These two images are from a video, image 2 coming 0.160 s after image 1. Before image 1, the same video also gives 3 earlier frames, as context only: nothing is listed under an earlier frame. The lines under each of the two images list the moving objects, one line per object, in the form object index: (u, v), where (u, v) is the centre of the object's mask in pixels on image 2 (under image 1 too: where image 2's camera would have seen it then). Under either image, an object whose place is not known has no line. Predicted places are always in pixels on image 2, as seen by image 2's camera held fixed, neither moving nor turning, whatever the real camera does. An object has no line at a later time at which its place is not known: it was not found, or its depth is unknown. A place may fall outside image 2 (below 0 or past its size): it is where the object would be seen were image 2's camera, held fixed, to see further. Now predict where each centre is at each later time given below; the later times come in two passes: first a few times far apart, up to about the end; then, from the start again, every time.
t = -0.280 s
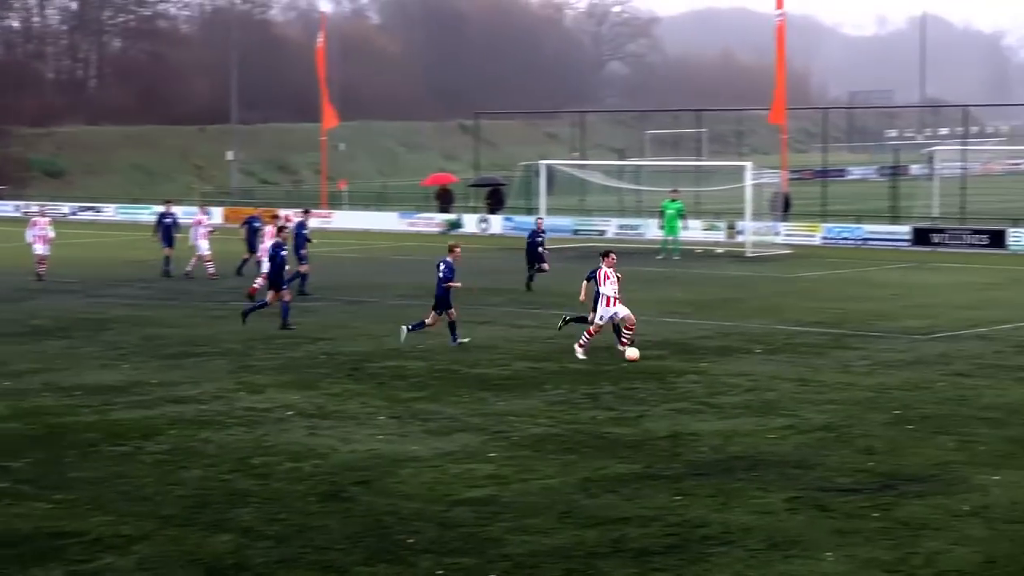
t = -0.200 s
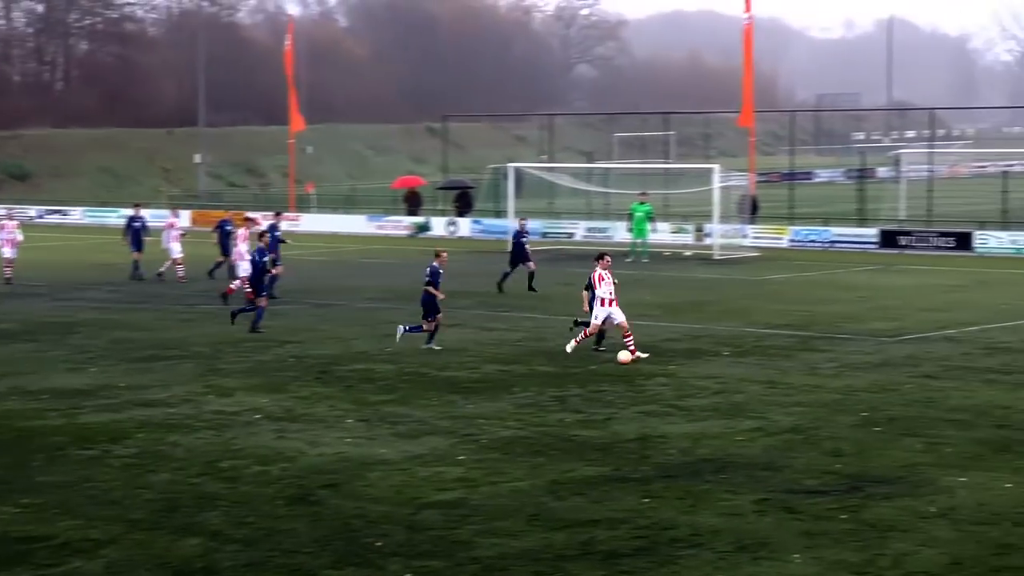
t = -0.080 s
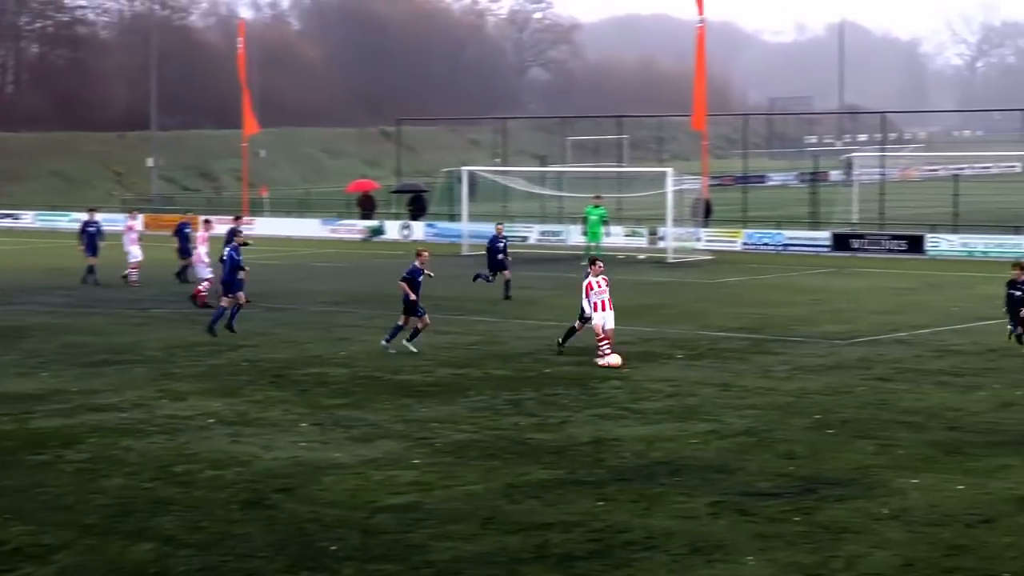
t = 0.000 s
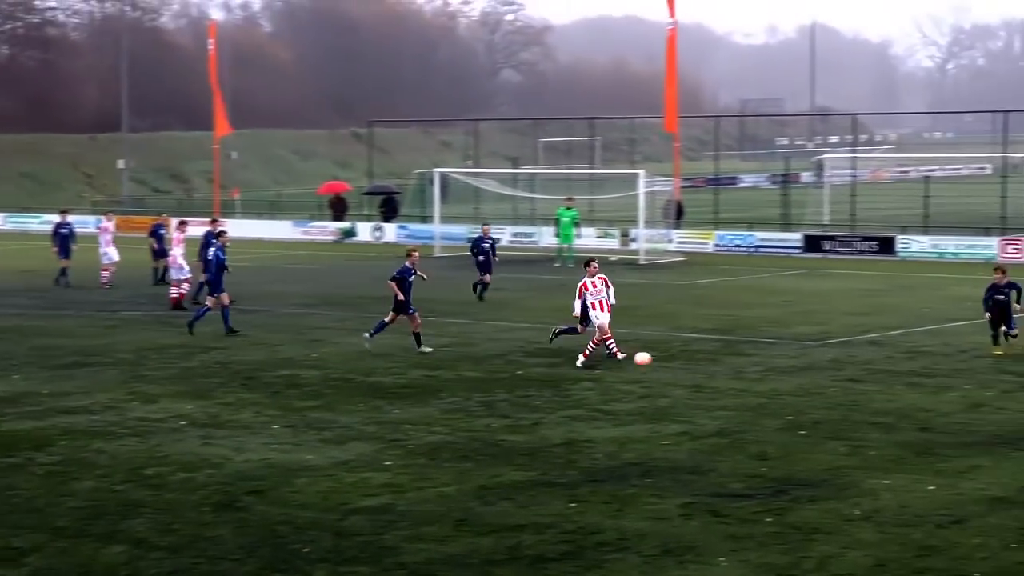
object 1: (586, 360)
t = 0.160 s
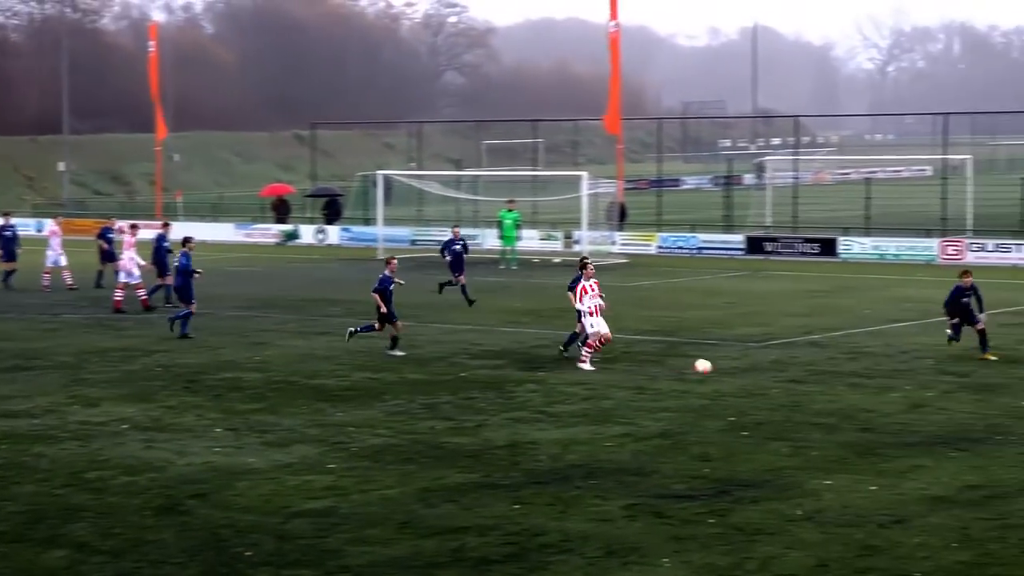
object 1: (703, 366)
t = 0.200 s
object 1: (733, 370)
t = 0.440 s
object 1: (905, 378)
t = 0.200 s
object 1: (733, 370)
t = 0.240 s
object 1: (763, 377)
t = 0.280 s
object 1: (791, 376)
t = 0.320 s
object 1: (819, 375)
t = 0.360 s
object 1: (847, 375)
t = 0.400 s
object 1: (876, 376)
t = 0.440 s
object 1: (905, 378)
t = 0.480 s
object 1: (935, 383)
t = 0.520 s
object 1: (964, 389)
